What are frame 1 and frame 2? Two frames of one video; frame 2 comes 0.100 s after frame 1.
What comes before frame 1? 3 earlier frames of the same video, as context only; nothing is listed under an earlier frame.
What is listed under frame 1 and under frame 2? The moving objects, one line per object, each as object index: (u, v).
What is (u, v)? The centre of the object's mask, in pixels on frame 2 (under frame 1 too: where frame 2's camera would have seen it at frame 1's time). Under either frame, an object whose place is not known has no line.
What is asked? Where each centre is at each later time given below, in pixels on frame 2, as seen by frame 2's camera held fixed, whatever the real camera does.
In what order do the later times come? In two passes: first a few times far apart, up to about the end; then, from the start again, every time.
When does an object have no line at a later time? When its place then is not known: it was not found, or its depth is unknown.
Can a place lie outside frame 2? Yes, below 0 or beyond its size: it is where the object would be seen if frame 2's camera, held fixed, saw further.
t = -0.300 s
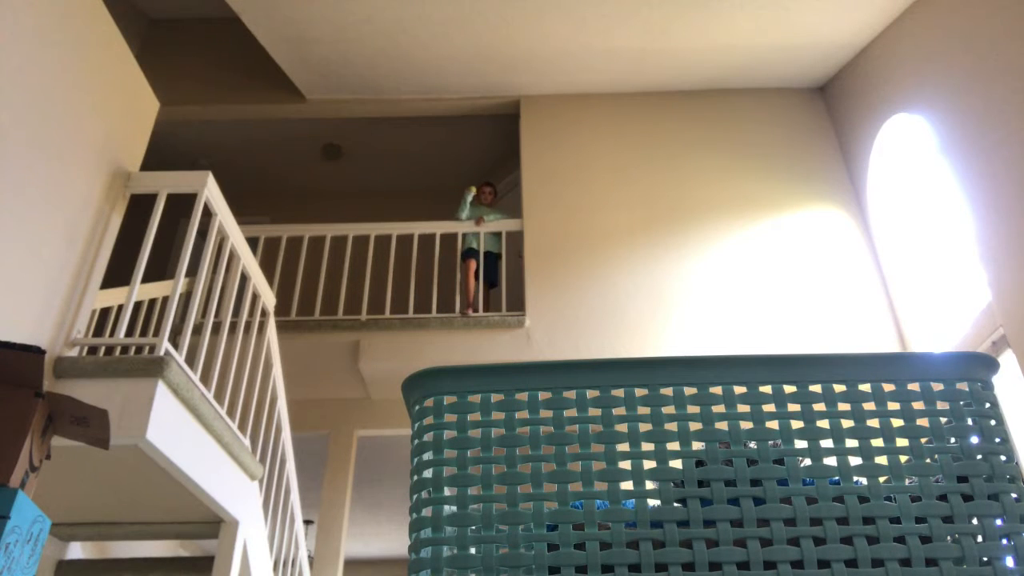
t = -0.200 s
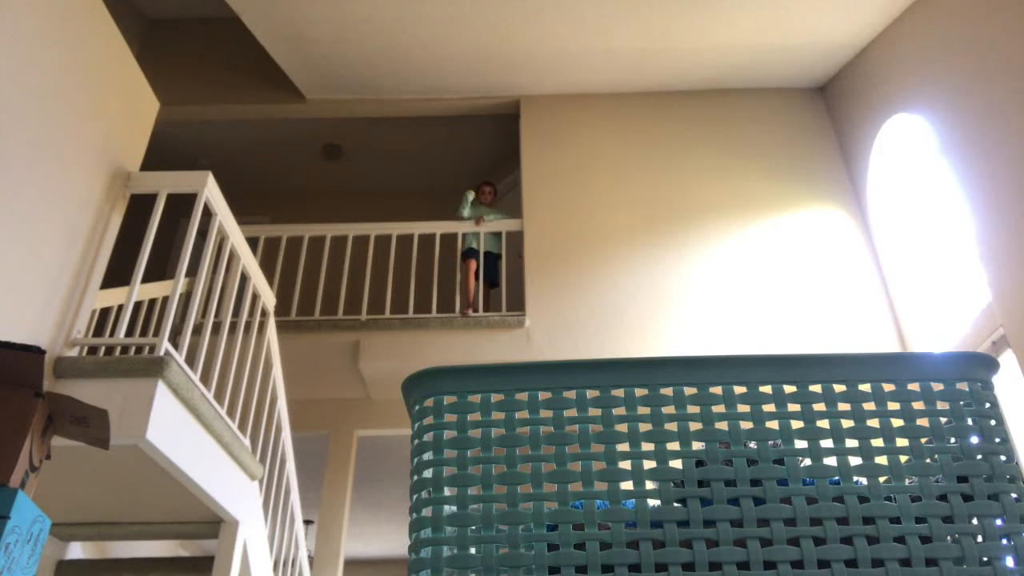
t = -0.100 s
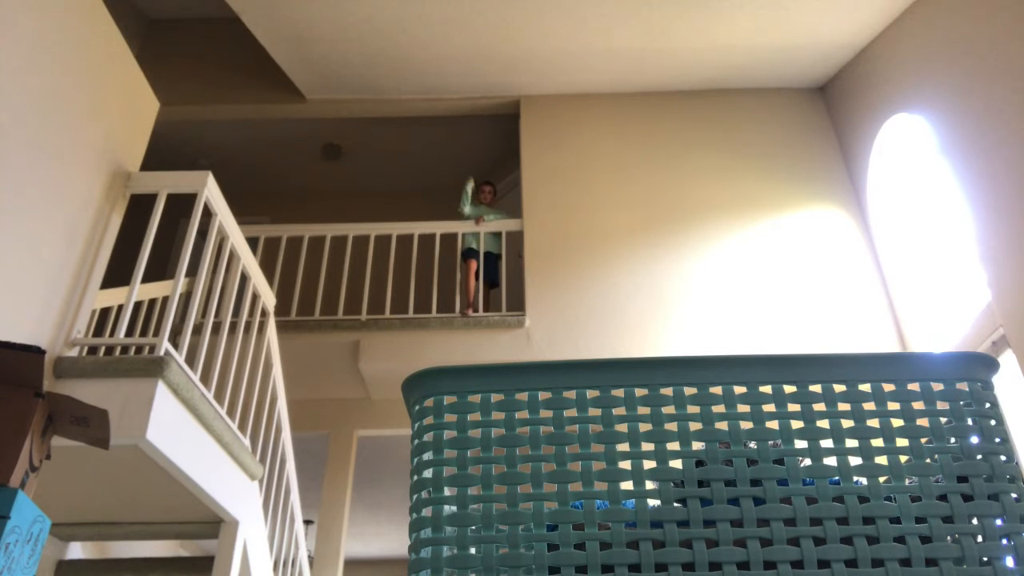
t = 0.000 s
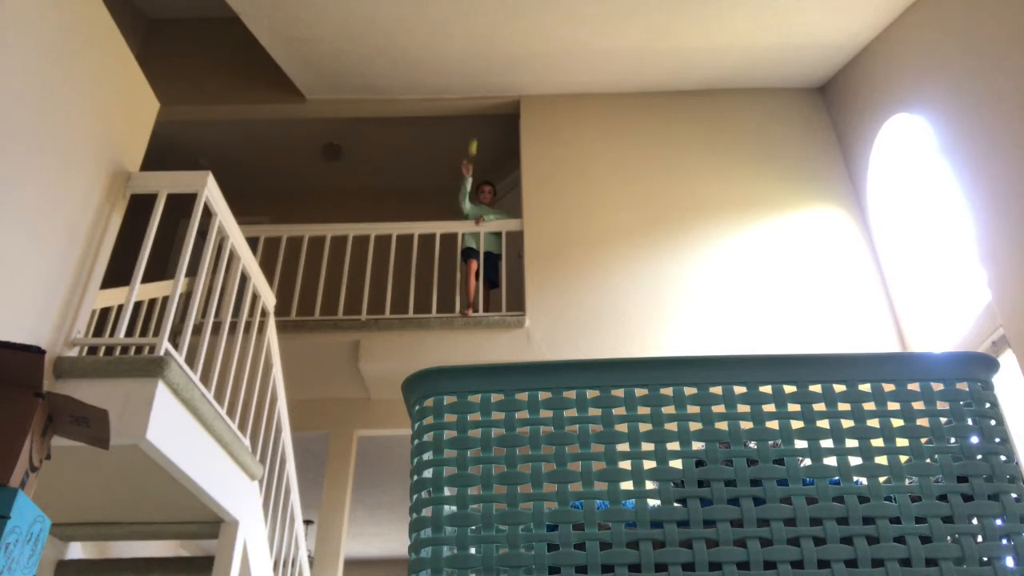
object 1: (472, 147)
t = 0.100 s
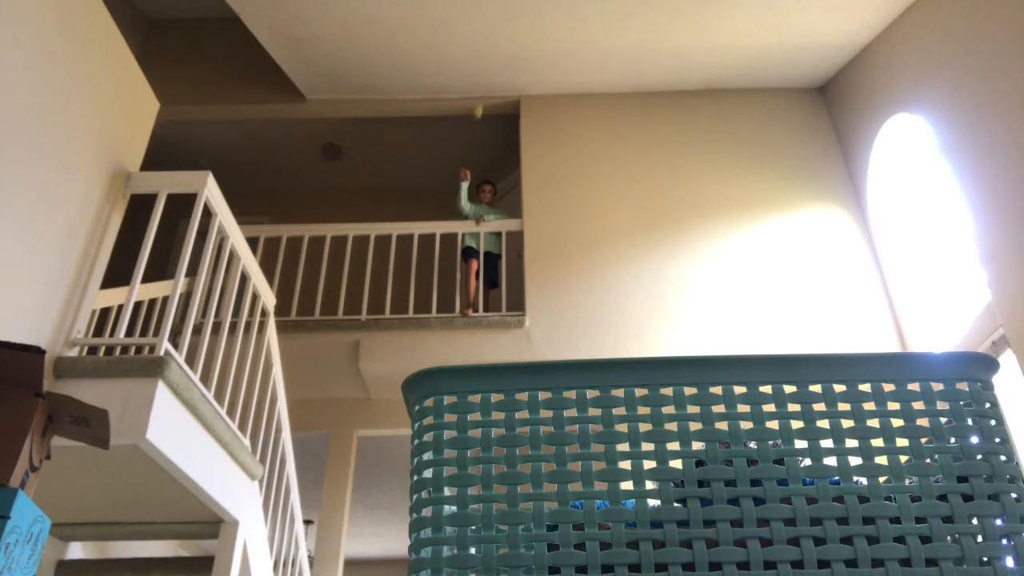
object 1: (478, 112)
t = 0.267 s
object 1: (487, 60)
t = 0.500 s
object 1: (513, 19)
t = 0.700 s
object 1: (592, 71)
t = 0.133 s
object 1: (480, 101)
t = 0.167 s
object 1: (481, 90)
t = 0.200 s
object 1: (483, 80)
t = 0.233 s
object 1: (484, 69)
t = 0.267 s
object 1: (487, 60)
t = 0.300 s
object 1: (490, 52)
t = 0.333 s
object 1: (492, 44)
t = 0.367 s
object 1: (496, 37)
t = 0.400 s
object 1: (499, 31)
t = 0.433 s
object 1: (503, 26)
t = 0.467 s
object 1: (508, 22)
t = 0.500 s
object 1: (513, 19)
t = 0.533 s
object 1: (520, 18)
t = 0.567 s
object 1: (528, 20)
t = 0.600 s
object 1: (538, 24)
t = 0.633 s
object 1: (551, 33)
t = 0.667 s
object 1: (569, 48)
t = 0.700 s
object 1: (592, 71)
